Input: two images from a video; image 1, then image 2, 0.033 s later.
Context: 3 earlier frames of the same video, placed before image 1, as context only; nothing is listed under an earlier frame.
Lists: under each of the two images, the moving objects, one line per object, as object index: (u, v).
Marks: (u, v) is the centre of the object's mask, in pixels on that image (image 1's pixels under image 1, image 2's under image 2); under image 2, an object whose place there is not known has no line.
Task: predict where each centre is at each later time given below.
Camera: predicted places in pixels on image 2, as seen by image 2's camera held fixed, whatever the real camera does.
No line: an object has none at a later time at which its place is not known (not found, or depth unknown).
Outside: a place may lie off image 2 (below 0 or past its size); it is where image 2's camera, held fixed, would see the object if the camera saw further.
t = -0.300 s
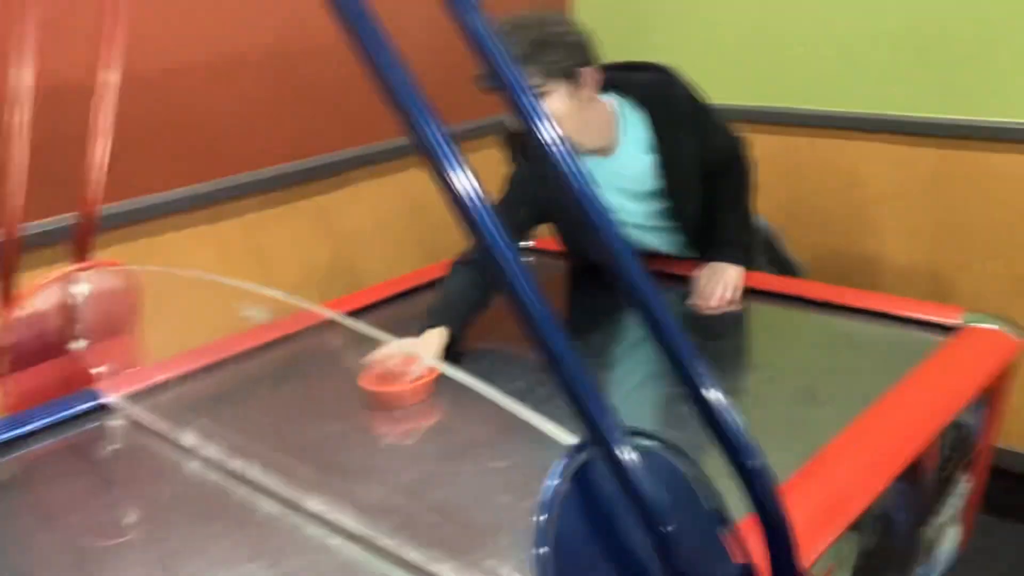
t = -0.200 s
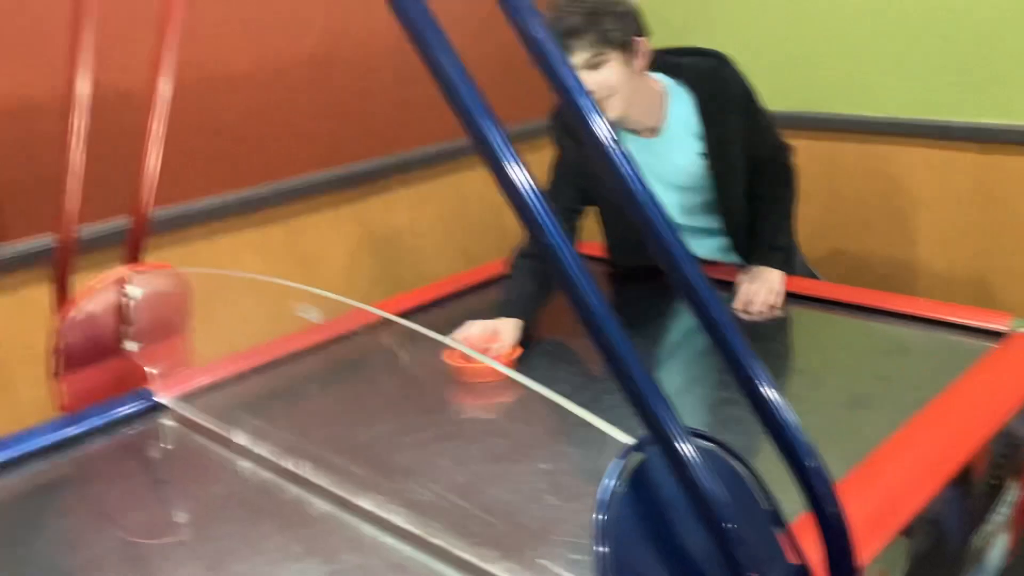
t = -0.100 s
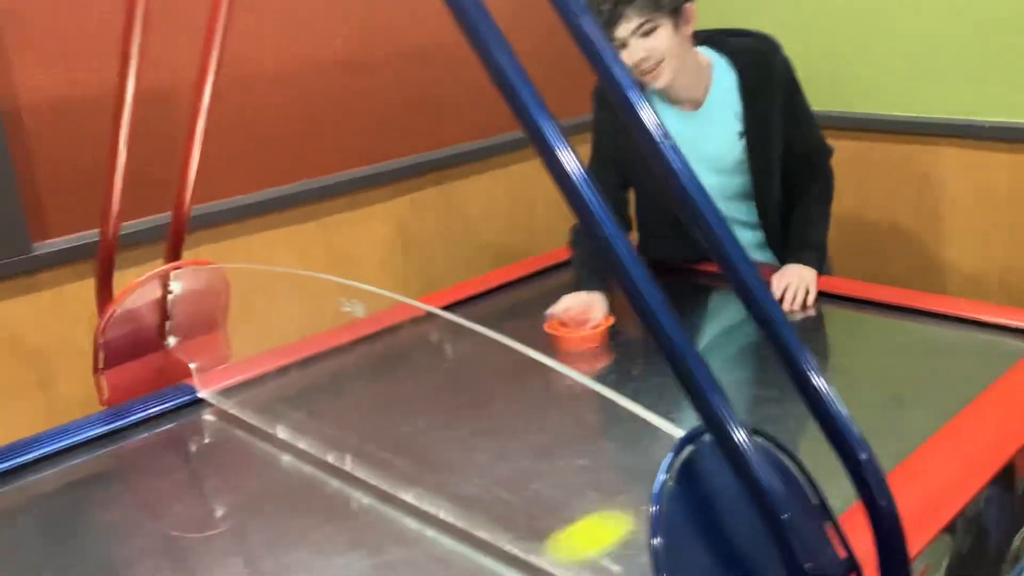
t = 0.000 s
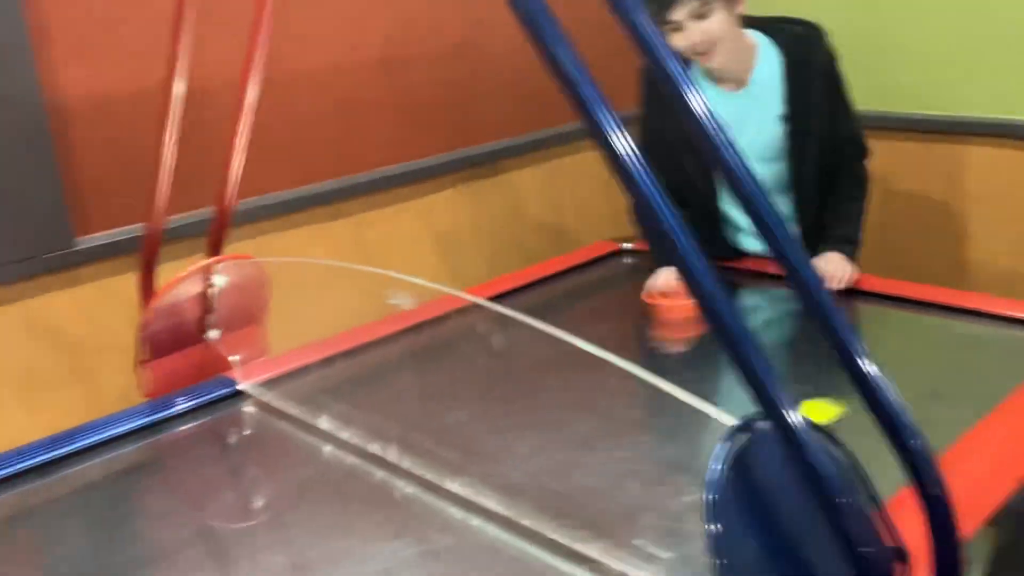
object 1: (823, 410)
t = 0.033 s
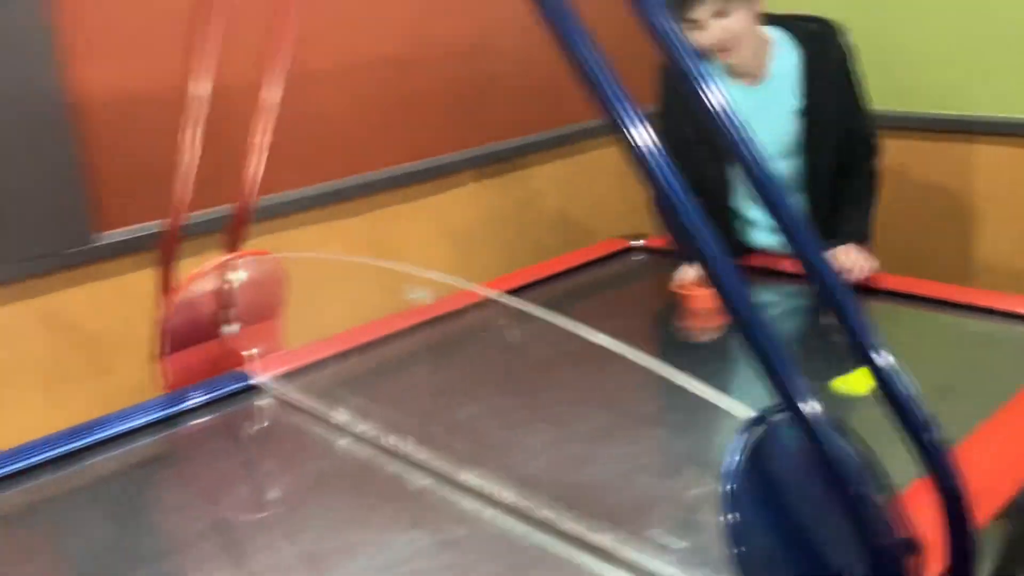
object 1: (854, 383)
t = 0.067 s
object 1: (912, 353)
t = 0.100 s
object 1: (938, 335)
